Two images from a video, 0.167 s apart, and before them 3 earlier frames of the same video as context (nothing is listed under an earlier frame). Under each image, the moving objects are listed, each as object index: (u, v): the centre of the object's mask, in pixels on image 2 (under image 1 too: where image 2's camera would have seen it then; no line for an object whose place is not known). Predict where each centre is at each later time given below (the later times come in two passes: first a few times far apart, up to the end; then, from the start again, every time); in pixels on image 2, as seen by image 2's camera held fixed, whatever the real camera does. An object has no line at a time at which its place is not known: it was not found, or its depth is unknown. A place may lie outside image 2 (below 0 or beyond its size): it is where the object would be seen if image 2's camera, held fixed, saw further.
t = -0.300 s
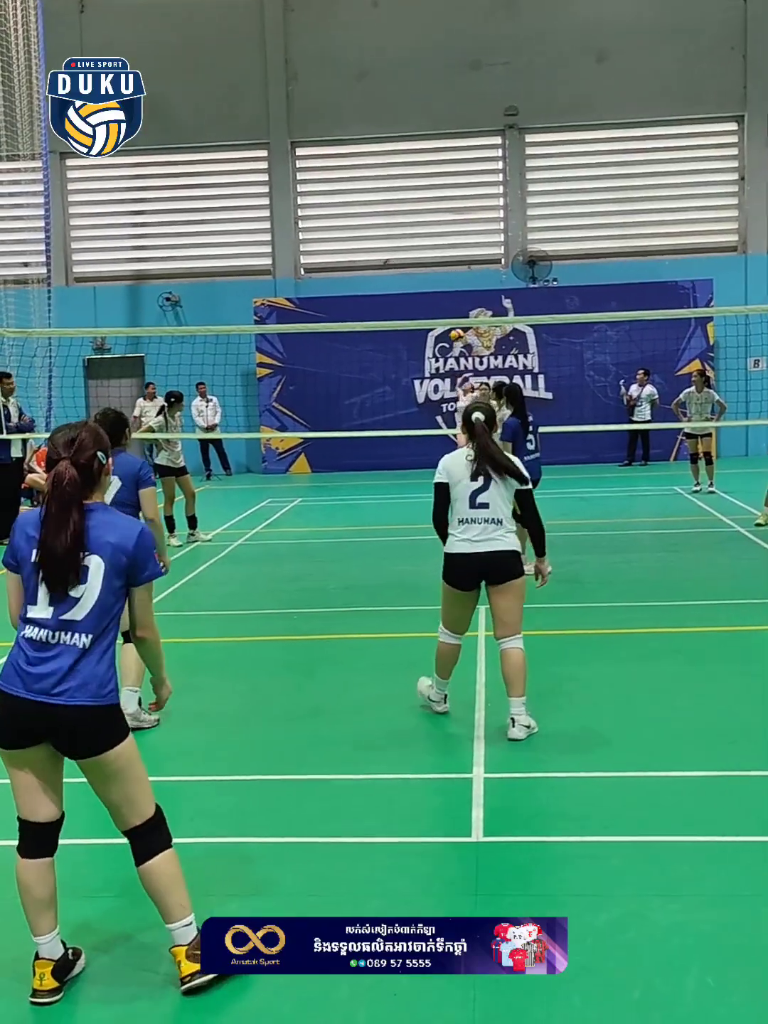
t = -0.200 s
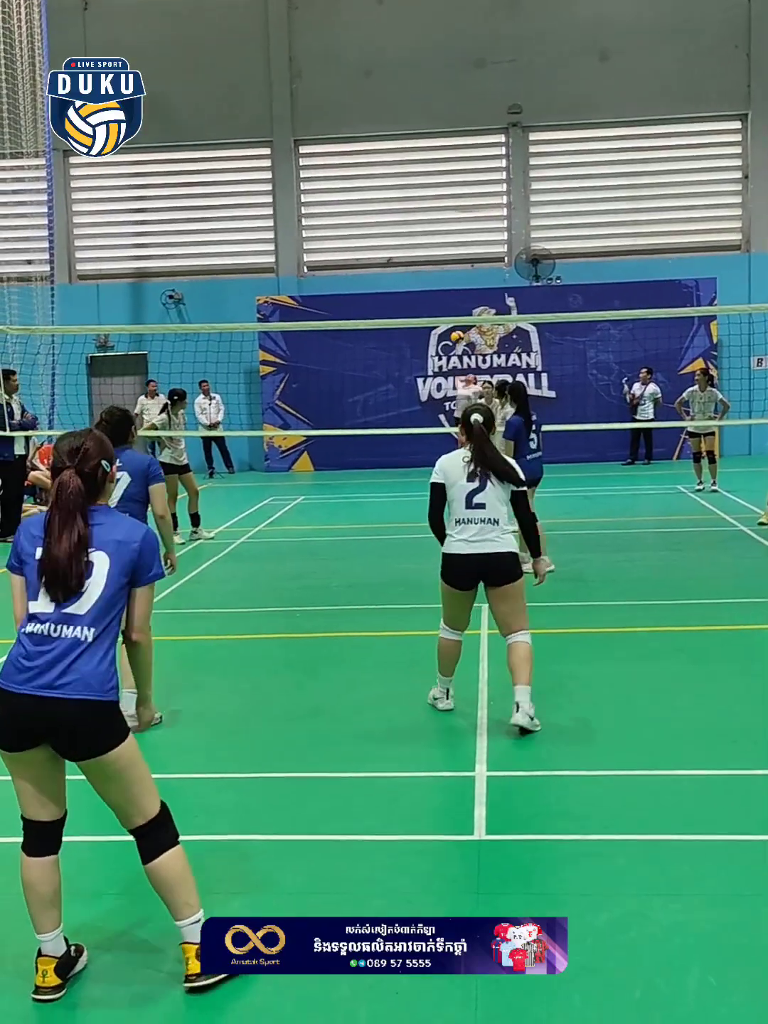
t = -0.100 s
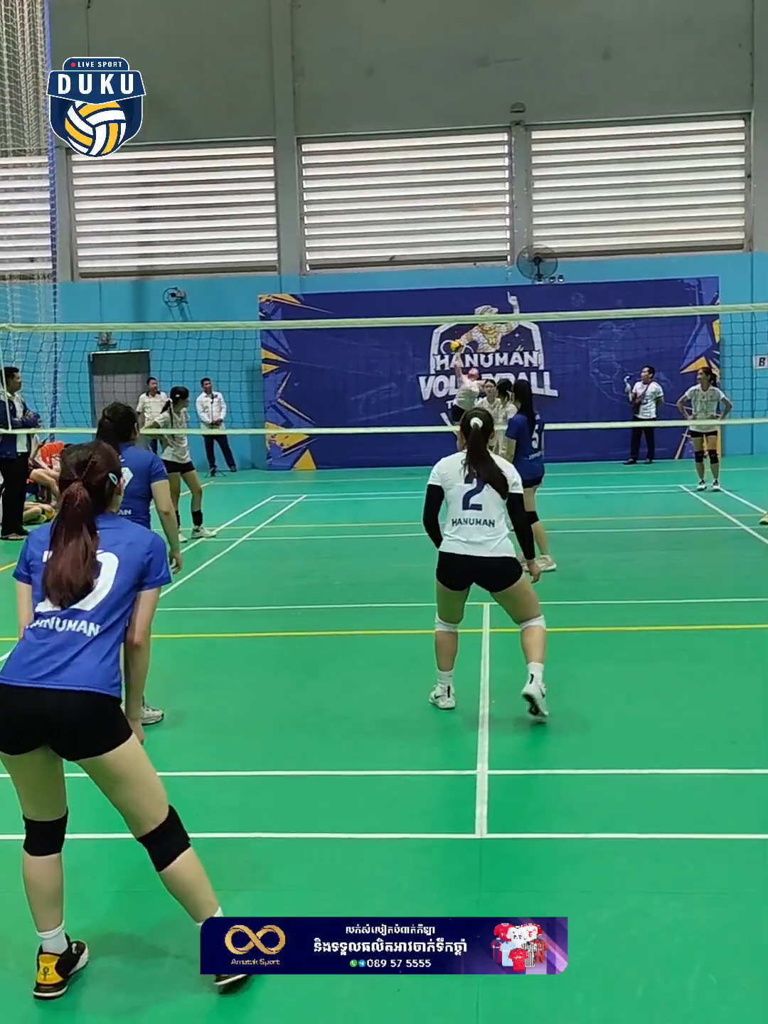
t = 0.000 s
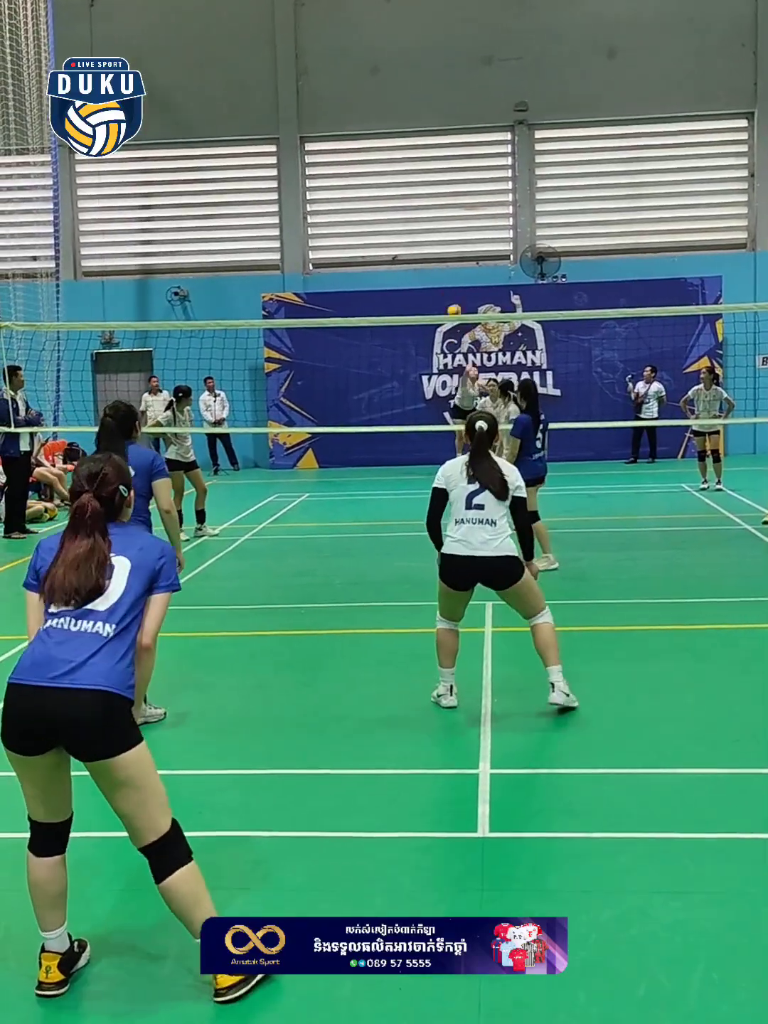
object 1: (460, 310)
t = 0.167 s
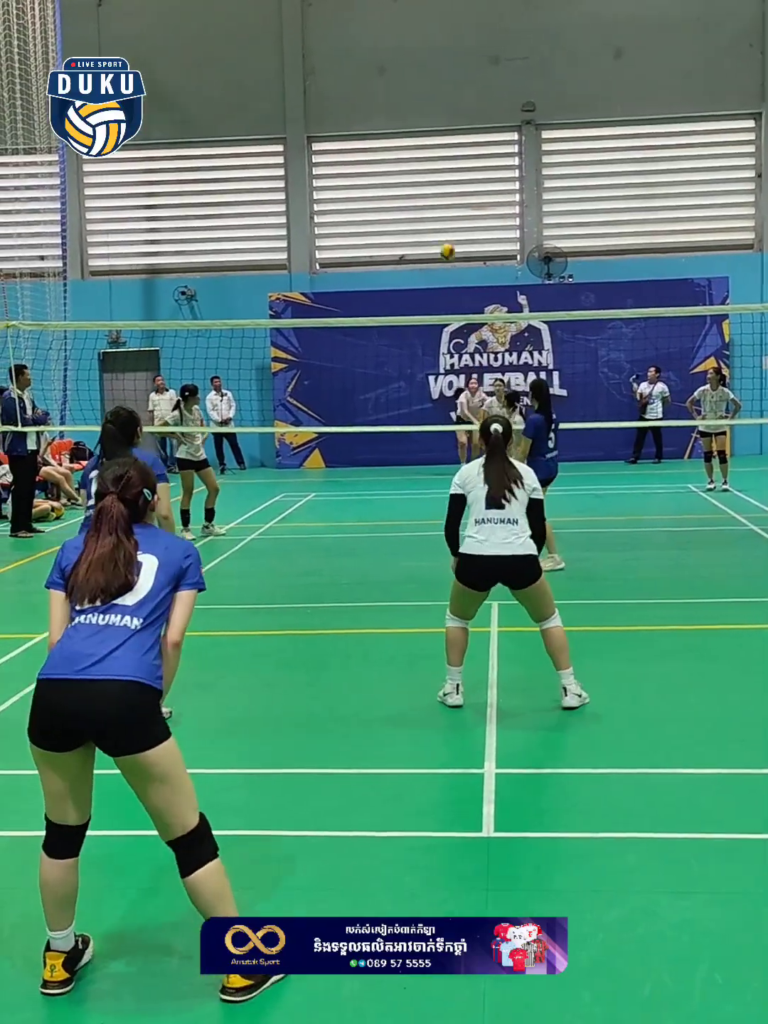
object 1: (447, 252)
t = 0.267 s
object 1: (436, 220)
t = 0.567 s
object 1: (381, 146)
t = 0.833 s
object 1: (294, 124)
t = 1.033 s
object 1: (202, 185)
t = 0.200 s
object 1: (444, 241)
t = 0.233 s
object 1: (440, 229)
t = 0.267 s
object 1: (436, 220)
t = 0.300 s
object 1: (432, 210)
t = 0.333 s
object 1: (426, 201)
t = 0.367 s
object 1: (421, 190)
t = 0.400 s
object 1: (416, 182)
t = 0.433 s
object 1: (409, 174)
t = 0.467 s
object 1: (403, 167)
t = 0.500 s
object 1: (396, 159)
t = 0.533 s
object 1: (389, 153)
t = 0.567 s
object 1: (381, 146)
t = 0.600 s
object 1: (372, 140)
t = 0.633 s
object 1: (364, 136)
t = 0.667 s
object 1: (354, 131)
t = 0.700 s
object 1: (344, 127)
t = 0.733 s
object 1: (332, 124)
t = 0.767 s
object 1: (320, 122)
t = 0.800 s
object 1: (307, 122)
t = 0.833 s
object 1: (294, 124)
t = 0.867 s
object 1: (280, 127)
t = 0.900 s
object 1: (266, 133)
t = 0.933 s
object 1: (251, 141)
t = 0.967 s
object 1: (235, 152)
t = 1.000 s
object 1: (219, 167)
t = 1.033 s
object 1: (202, 185)
